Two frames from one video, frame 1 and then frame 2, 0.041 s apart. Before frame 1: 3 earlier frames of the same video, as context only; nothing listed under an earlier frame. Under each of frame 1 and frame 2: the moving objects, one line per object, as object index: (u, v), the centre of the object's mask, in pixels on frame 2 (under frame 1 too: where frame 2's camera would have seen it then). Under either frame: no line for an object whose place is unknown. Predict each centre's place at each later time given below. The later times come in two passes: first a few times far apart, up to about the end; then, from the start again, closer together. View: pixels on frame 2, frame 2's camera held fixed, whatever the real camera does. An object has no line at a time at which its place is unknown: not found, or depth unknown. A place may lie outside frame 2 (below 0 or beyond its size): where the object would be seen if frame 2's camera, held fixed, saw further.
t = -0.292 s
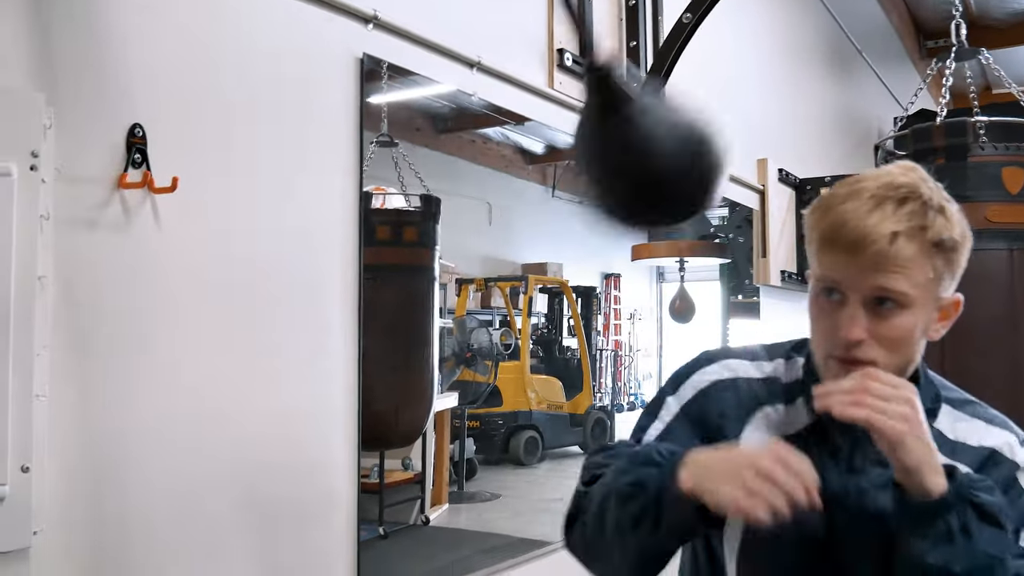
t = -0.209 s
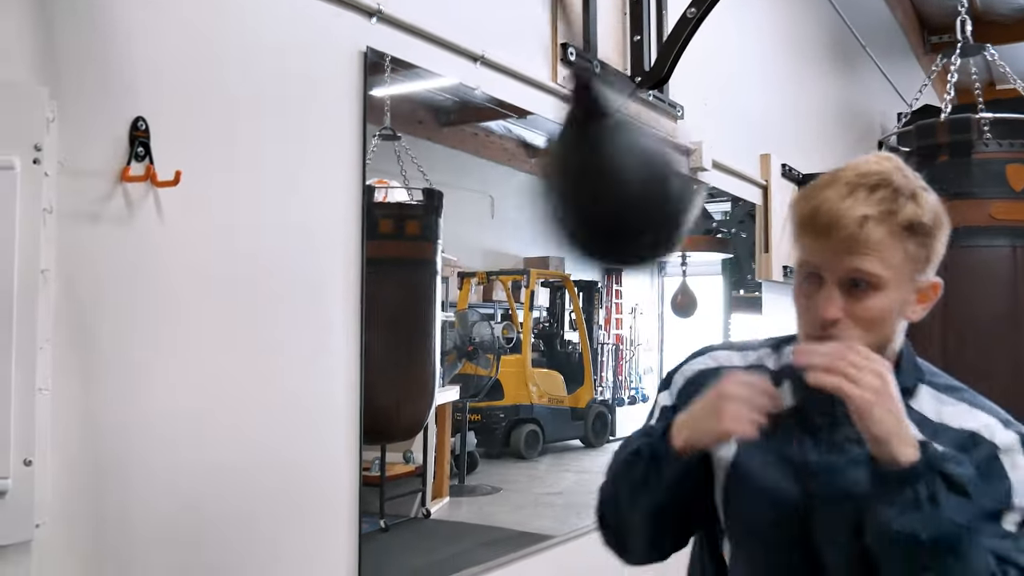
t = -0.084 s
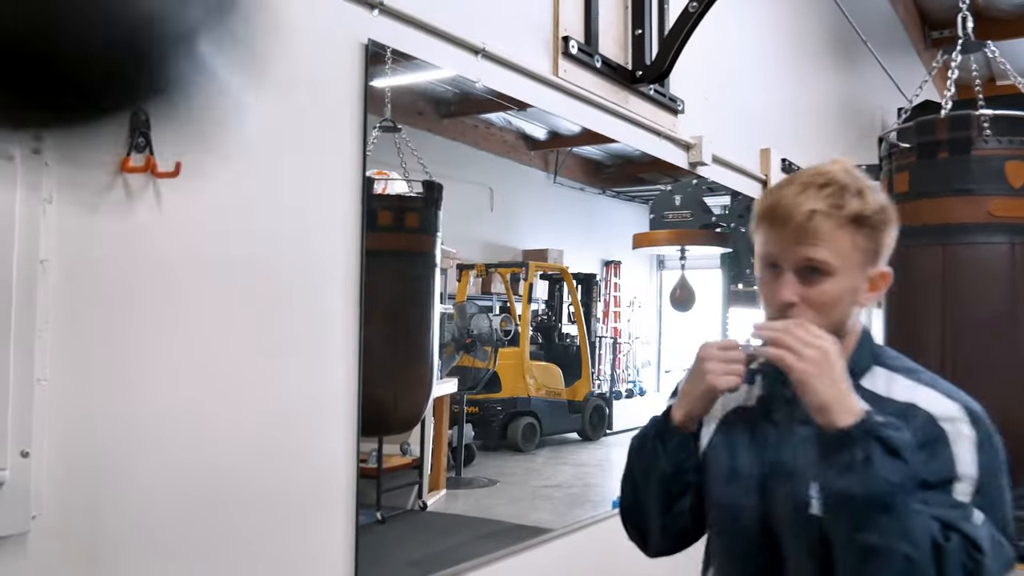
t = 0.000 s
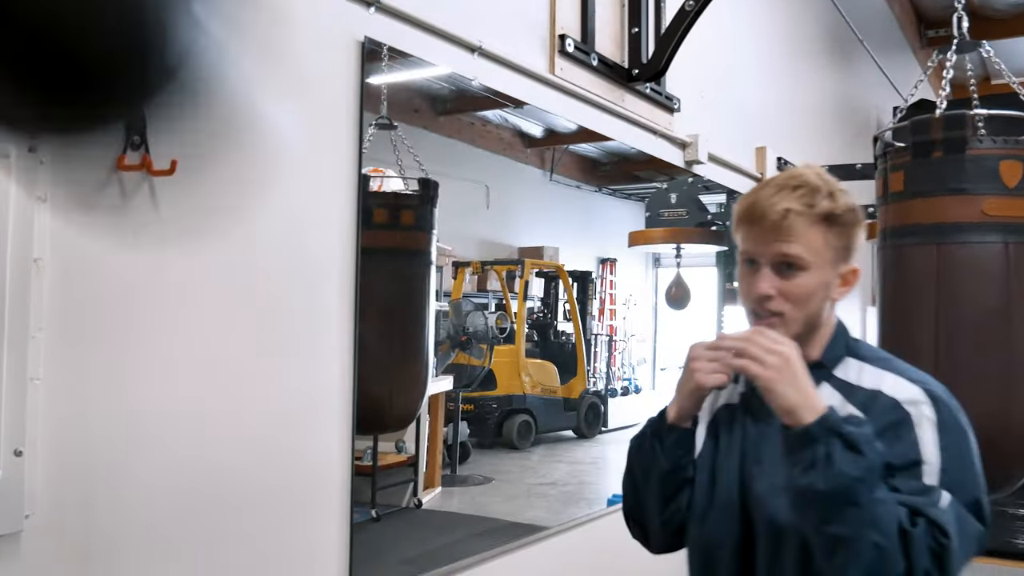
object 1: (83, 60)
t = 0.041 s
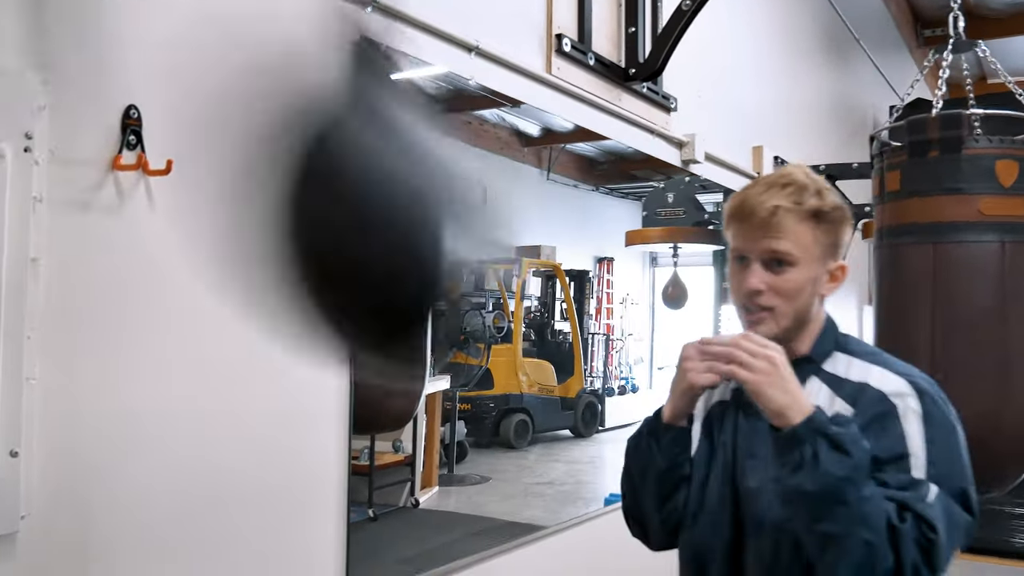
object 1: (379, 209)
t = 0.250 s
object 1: (508, 239)
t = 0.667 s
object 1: (513, 237)
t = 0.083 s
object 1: (547, 227)
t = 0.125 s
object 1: (610, 173)
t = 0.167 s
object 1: (620, 134)
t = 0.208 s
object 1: (596, 168)
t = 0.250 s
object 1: (508, 239)
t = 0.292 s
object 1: (350, 231)
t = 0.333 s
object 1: (162, 110)
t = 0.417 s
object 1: (120, 55)
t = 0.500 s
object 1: (502, 248)
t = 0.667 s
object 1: (513, 237)
